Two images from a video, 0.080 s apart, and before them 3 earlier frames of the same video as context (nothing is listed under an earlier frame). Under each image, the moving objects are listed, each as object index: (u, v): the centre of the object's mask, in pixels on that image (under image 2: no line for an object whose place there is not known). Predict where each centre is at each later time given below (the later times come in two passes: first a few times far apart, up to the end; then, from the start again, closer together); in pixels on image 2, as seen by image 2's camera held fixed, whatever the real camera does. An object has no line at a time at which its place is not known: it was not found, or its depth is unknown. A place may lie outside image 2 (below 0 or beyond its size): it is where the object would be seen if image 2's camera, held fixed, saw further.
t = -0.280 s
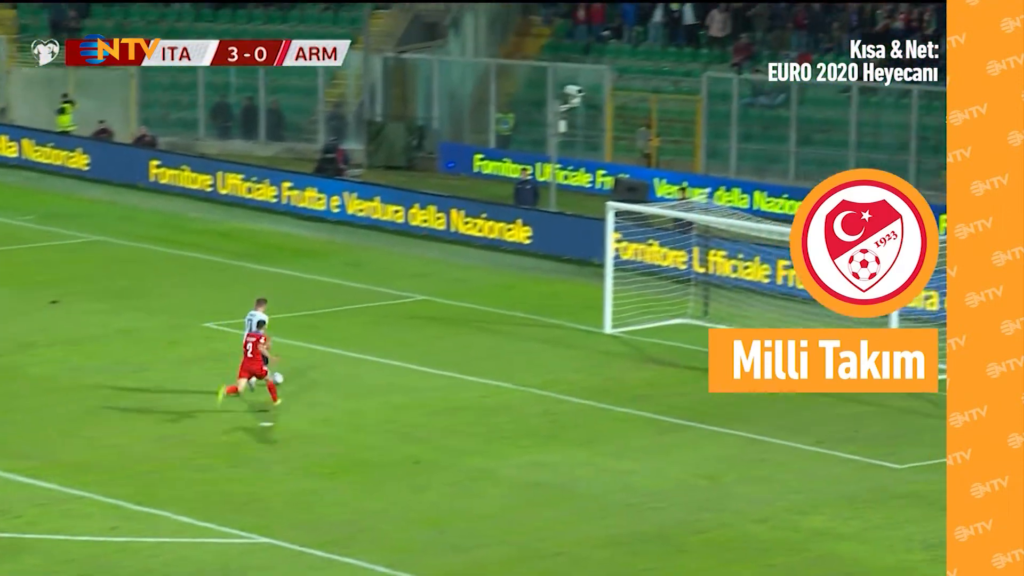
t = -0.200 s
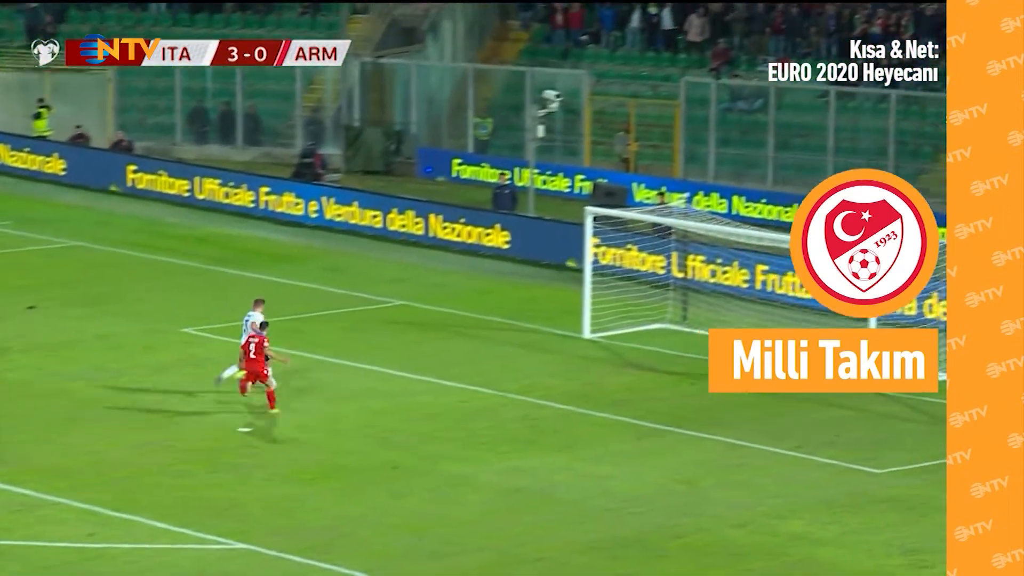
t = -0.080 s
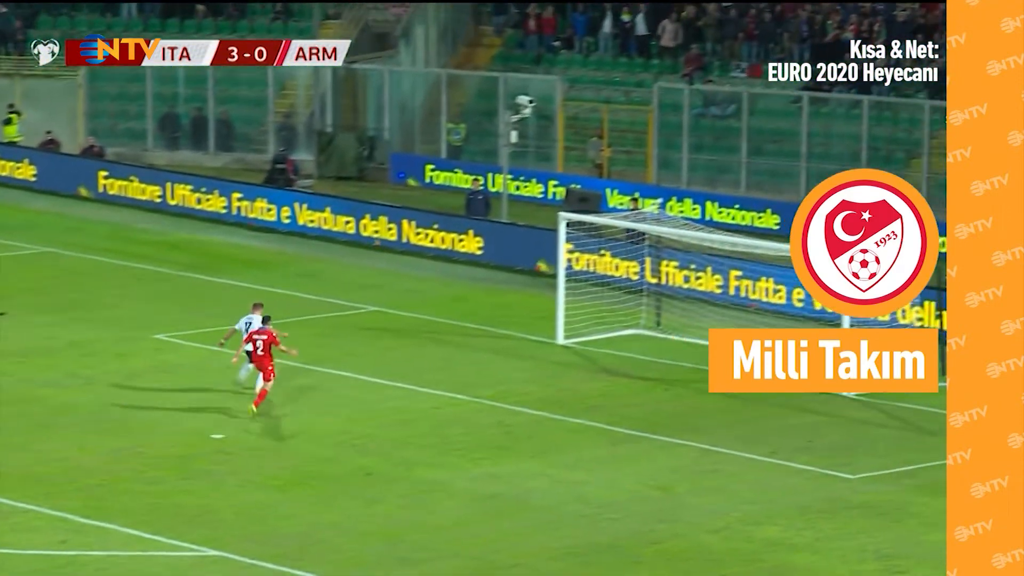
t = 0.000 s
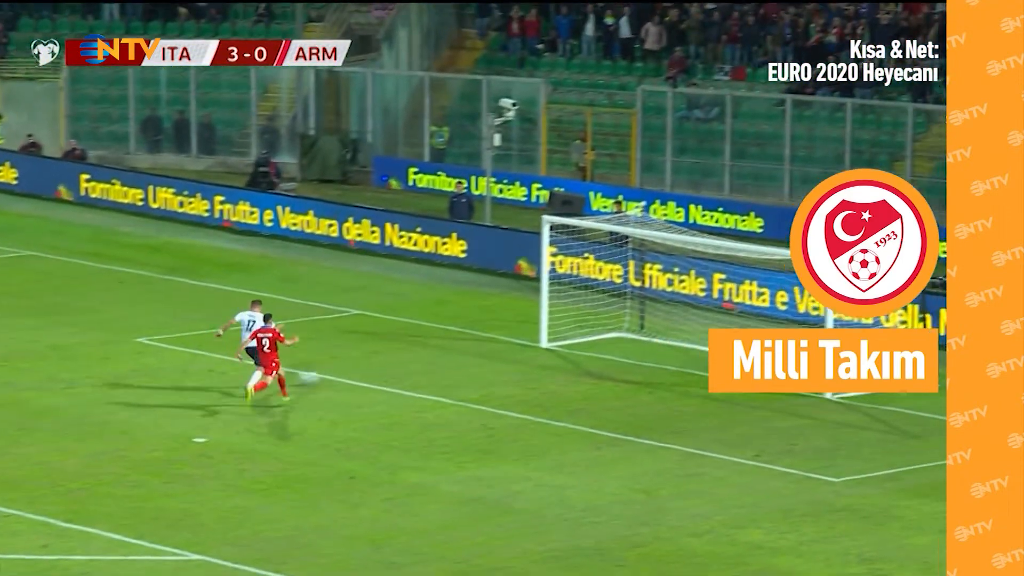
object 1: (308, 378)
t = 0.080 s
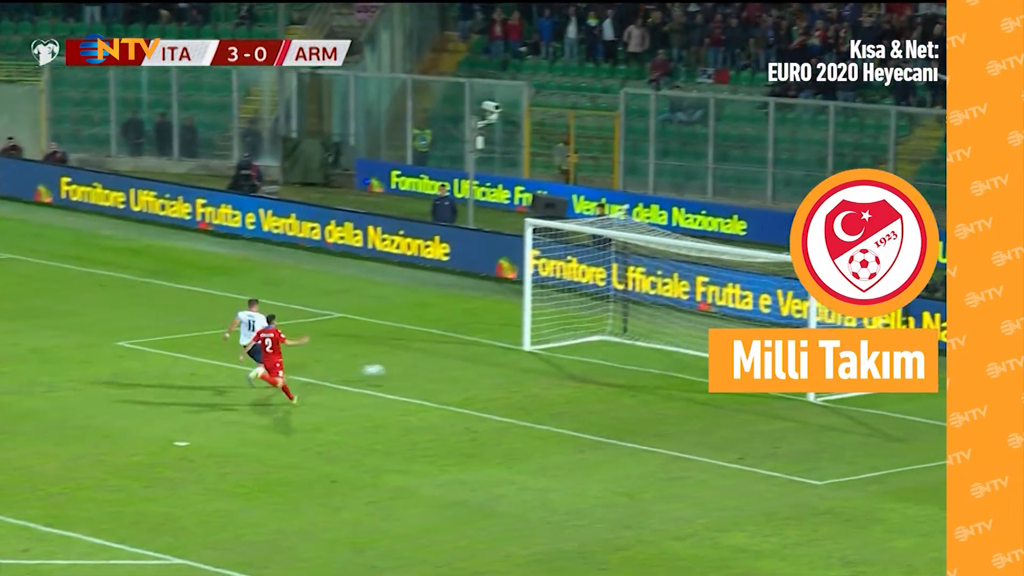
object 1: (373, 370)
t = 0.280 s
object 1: (563, 361)
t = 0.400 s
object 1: (667, 352)
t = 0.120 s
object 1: (413, 366)
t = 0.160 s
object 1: (453, 364)
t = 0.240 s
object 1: (528, 363)
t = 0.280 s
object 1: (563, 361)
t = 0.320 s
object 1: (599, 357)
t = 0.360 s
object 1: (634, 354)
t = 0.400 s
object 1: (667, 352)
